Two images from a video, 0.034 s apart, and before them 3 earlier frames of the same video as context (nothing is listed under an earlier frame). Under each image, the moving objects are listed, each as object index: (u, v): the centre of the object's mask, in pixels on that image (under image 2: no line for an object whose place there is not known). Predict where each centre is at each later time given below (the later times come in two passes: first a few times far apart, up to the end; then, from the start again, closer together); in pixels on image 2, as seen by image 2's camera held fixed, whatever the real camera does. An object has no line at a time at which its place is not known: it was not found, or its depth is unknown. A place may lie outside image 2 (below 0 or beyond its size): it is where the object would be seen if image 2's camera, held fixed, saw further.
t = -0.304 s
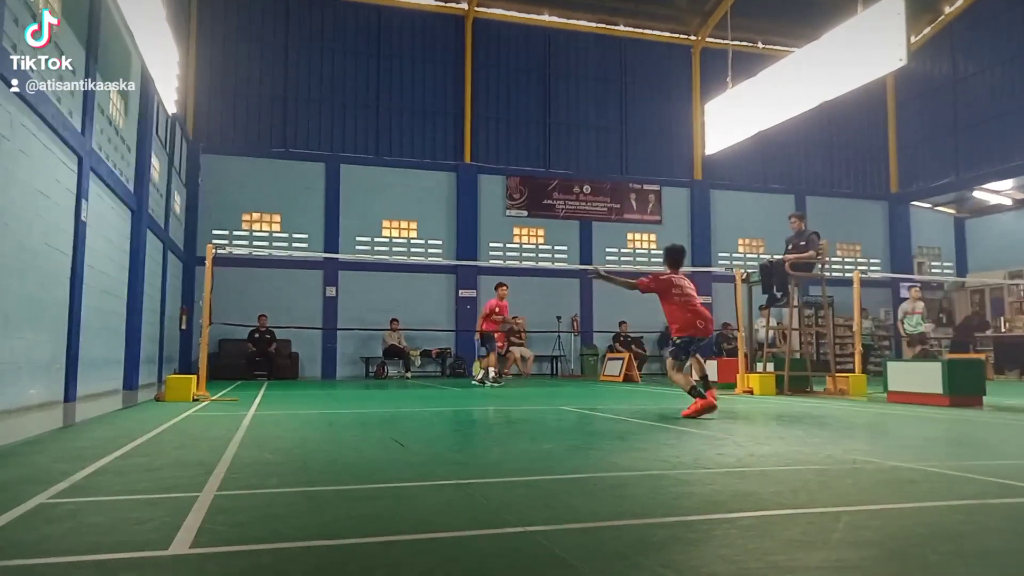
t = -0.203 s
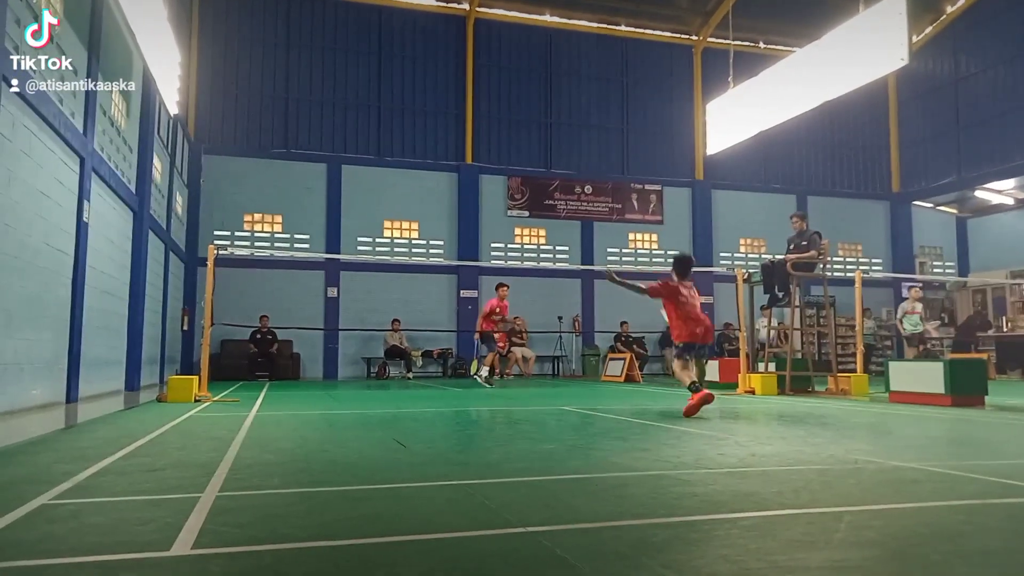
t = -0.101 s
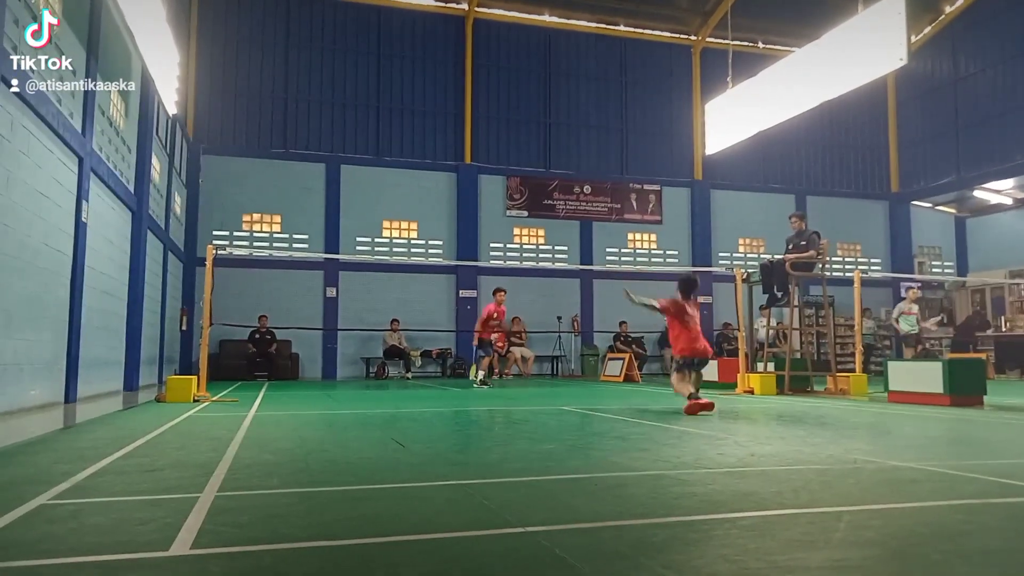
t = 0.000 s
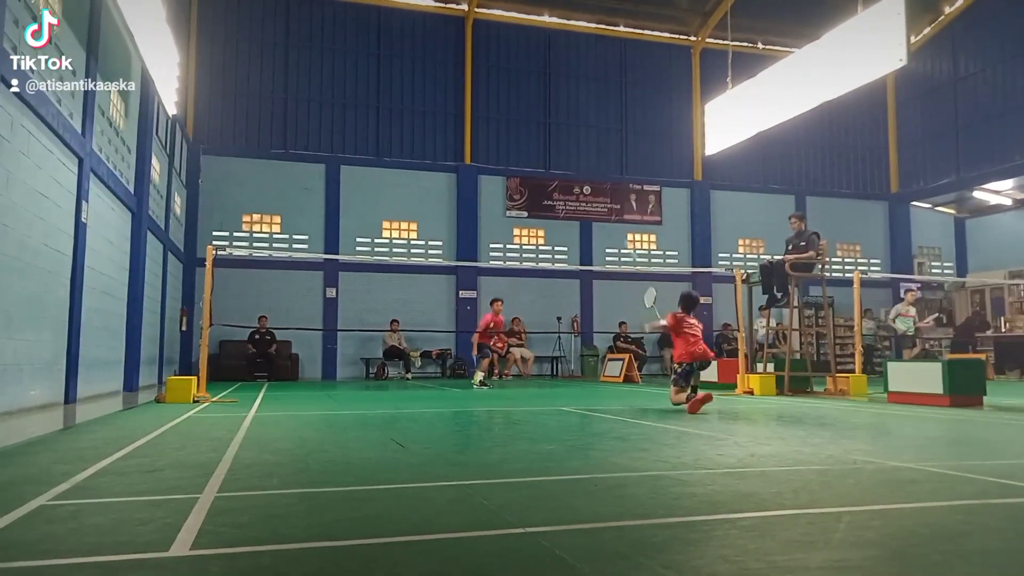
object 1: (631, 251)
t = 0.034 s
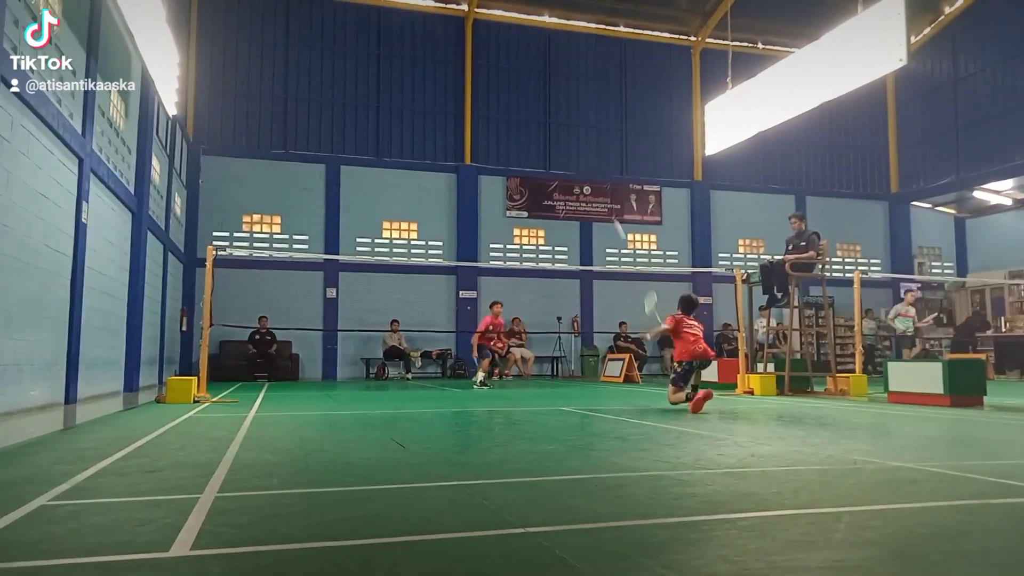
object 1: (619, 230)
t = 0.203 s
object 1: (581, 168)
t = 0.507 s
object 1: (546, 144)
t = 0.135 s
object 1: (594, 185)
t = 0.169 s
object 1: (587, 175)
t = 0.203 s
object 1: (581, 168)
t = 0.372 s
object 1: (559, 145)
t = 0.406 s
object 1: (555, 144)
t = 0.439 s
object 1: (551, 143)
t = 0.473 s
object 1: (549, 143)
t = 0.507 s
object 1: (546, 144)
